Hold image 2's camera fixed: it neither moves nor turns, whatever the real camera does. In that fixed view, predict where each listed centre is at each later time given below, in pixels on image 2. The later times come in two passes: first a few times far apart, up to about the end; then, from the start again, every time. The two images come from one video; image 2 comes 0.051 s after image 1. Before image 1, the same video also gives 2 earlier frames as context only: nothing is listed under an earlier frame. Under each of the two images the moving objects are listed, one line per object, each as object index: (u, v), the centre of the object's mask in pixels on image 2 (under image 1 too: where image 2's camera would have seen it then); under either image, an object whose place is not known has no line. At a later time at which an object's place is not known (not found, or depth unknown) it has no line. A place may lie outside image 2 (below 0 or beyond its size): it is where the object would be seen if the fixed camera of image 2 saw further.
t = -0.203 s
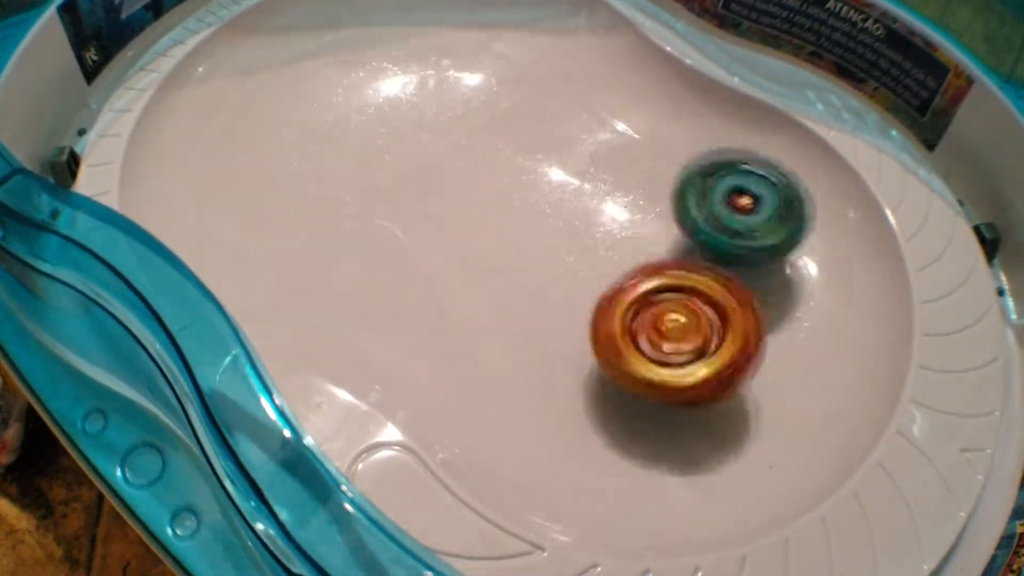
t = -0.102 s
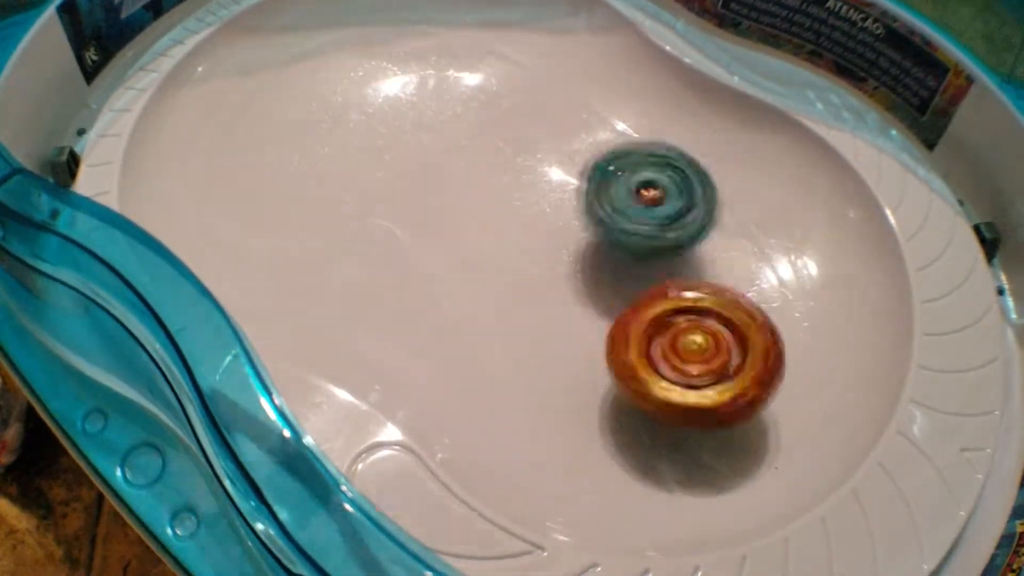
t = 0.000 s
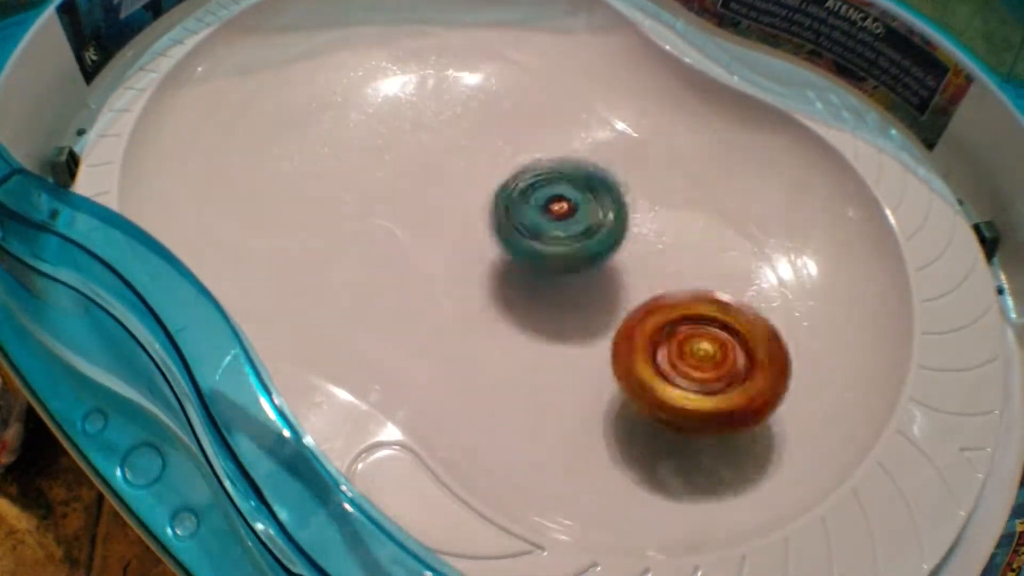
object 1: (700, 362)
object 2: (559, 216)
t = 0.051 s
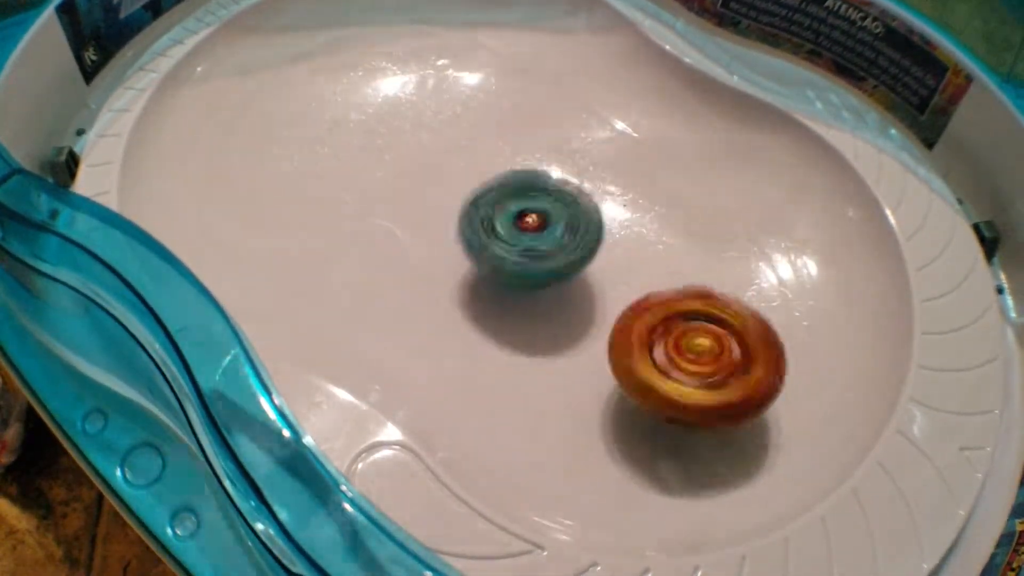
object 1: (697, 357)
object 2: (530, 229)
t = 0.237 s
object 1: (672, 324)
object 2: (499, 282)
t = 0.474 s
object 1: (798, 312)
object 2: (399, 192)
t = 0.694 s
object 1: (750, 251)
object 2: (313, 76)
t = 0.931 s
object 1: (627, 248)
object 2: (305, 64)
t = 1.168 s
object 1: (531, 207)
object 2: (456, 76)
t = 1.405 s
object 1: (436, 167)
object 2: (534, 36)
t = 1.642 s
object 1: (377, 151)
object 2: (527, 61)
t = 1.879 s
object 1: (289, 157)
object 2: (547, 89)
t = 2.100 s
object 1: (340, 125)
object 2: (512, 211)
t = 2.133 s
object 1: (336, 110)
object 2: (530, 229)
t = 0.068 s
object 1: (694, 356)
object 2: (522, 234)
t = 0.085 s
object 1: (690, 351)
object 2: (515, 240)
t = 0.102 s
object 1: (688, 347)
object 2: (510, 244)
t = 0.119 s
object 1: (685, 345)
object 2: (506, 250)
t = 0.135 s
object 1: (680, 341)
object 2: (503, 257)
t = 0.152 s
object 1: (677, 336)
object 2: (504, 261)
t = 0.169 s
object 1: (672, 333)
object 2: (502, 268)
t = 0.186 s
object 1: (668, 328)
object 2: (505, 275)
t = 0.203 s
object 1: (667, 326)
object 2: (505, 279)
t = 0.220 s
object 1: (670, 327)
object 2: (503, 278)
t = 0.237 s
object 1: (672, 324)
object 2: (499, 282)
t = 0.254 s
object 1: (673, 323)
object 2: (500, 282)
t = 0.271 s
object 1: (675, 323)
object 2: (500, 285)
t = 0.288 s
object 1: (672, 319)
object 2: (502, 285)
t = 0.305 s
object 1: (671, 315)
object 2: (506, 286)
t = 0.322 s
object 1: (674, 313)
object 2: (506, 287)
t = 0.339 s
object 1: (676, 311)
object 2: (505, 283)
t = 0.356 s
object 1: (694, 317)
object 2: (487, 273)
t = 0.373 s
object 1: (713, 318)
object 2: (468, 262)
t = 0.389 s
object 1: (735, 326)
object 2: (453, 250)
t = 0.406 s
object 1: (749, 324)
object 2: (440, 238)
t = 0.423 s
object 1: (766, 323)
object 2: (428, 227)
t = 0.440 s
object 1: (779, 323)
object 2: (418, 217)
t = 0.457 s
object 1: (790, 318)
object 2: (408, 202)
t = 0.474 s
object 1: (798, 312)
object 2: (399, 192)
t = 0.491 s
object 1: (807, 305)
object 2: (391, 180)
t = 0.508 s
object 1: (813, 301)
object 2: (383, 167)
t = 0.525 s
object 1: (813, 292)
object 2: (377, 159)
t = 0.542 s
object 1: (813, 286)
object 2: (370, 146)
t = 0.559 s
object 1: (813, 282)
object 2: (364, 138)
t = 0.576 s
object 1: (807, 277)
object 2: (357, 129)
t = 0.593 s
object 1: (803, 272)
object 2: (351, 121)
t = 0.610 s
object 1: (796, 265)
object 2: (344, 110)
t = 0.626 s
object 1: (792, 263)
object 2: (338, 103)
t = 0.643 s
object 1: (779, 258)
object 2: (332, 96)
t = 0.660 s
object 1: (770, 255)
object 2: (325, 90)
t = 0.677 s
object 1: (762, 250)
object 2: (319, 84)
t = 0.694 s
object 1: (750, 251)
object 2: (313, 76)
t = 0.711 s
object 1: (740, 248)
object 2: (307, 72)
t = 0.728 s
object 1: (728, 245)
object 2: (302, 65)
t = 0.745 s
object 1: (721, 244)
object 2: (296, 63)
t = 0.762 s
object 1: (707, 246)
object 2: (293, 57)
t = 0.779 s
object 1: (696, 244)
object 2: (289, 54)
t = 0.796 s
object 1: (688, 243)
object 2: (288, 52)
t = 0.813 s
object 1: (680, 246)
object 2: (286, 51)
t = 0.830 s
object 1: (669, 245)
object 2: (286, 52)
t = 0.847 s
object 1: (658, 247)
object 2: (285, 52)
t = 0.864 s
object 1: (653, 248)
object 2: (285, 53)
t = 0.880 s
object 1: (645, 249)
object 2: (287, 55)
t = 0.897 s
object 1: (638, 249)
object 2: (290, 57)
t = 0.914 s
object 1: (631, 248)
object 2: (297, 61)
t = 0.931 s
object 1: (627, 248)
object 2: (305, 64)
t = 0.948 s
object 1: (617, 248)
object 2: (314, 68)
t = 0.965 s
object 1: (607, 248)
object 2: (323, 70)
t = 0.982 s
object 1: (602, 246)
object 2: (335, 72)
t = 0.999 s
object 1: (596, 246)
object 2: (347, 73)
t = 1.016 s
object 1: (588, 243)
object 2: (359, 75)
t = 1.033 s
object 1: (580, 241)
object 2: (371, 76)
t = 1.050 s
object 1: (577, 238)
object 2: (384, 77)
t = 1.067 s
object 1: (570, 236)
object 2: (394, 76)
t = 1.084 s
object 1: (562, 231)
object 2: (407, 79)
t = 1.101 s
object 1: (556, 227)
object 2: (418, 79)
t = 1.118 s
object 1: (551, 224)
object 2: (429, 79)
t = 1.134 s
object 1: (542, 217)
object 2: (438, 78)
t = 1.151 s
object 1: (534, 213)
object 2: (449, 76)
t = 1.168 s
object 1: (531, 207)
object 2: (456, 76)
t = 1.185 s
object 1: (524, 202)
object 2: (464, 75)
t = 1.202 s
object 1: (517, 194)
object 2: (470, 75)
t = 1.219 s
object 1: (510, 187)
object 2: (476, 72)
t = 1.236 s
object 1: (507, 182)
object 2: (481, 70)
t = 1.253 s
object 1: (501, 175)
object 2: (487, 66)
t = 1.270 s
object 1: (495, 168)
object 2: (491, 66)
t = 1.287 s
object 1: (491, 163)
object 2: (496, 62)
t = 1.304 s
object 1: (483, 159)
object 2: (503, 56)
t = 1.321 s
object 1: (473, 163)
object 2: (511, 51)
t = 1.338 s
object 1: (466, 164)
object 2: (519, 45)
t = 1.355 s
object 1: (457, 166)
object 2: (524, 42)
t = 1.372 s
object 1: (452, 167)
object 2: (528, 39)
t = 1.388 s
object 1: (442, 167)
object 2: (532, 36)
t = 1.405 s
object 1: (436, 167)
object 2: (534, 36)
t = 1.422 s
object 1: (432, 165)
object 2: (536, 33)
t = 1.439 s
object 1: (428, 165)
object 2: (536, 31)
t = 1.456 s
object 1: (424, 162)
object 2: (536, 30)
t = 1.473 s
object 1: (422, 160)
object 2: (533, 29)
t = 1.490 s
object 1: (419, 157)
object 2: (529, 30)
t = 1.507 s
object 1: (419, 155)
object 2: (525, 32)
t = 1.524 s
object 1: (418, 152)
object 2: (521, 33)
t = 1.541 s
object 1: (418, 150)
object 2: (517, 36)
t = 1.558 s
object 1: (417, 148)
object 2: (511, 42)
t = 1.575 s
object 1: (417, 146)
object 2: (506, 49)
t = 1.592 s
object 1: (416, 143)
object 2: (503, 56)
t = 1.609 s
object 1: (412, 142)
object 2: (500, 64)
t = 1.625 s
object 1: (393, 145)
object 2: (514, 63)
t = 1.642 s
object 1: (377, 151)
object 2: (527, 61)
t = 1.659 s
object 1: (358, 154)
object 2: (536, 59)
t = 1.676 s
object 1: (340, 156)
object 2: (544, 58)
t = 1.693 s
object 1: (325, 159)
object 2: (550, 57)
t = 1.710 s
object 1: (312, 160)
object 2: (555, 58)
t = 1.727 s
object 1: (303, 162)
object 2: (559, 57)
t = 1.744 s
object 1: (293, 163)
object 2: (561, 57)
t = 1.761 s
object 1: (287, 162)
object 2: (564, 59)
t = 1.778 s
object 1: (282, 162)
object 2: (563, 61)
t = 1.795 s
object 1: (281, 161)
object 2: (563, 62)
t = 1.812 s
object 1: (281, 161)
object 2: (560, 67)
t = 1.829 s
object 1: (282, 160)
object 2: (557, 72)
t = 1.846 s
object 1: (283, 159)
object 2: (555, 75)
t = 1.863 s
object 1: (285, 158)
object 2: (552, 81)
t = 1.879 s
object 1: (289, 157)
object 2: (547, 89)
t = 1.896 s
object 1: (294, 157)
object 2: (545, 96)
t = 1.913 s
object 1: (298, 157)
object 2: (539, 103)
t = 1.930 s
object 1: (301, 156)
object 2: (532, 113)
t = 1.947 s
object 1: (305, 156)
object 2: (524, 124)
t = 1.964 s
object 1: (312, 155)
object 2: (517, 131)
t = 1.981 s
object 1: (319, 156)
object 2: (508, 143)
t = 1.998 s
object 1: (324, 157)
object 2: (501, 152)
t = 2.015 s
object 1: (329, 154)
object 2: (496, 158)
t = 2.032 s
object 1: (337, 151)
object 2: (489, 168)
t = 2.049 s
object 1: (348, 148)
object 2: (483, 176)
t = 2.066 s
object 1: (351, 143)
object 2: (485, 182)
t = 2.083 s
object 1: (344, 134)
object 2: (500, 201)
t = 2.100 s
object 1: (340, 125)
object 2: (512, 211)
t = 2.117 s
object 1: (336, 118)
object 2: (523, 223)
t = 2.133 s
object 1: (336, 110)
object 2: (530, 229)
